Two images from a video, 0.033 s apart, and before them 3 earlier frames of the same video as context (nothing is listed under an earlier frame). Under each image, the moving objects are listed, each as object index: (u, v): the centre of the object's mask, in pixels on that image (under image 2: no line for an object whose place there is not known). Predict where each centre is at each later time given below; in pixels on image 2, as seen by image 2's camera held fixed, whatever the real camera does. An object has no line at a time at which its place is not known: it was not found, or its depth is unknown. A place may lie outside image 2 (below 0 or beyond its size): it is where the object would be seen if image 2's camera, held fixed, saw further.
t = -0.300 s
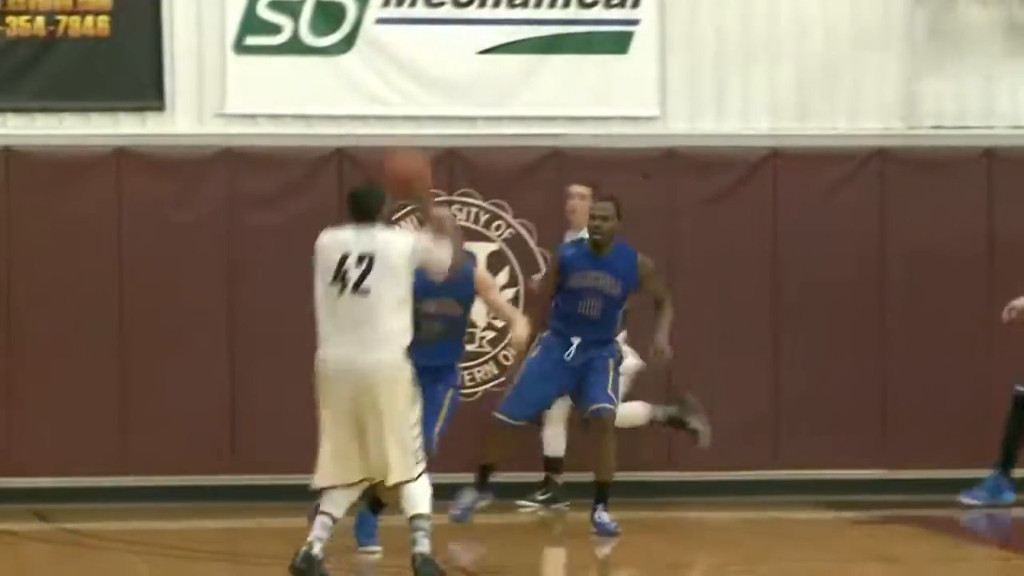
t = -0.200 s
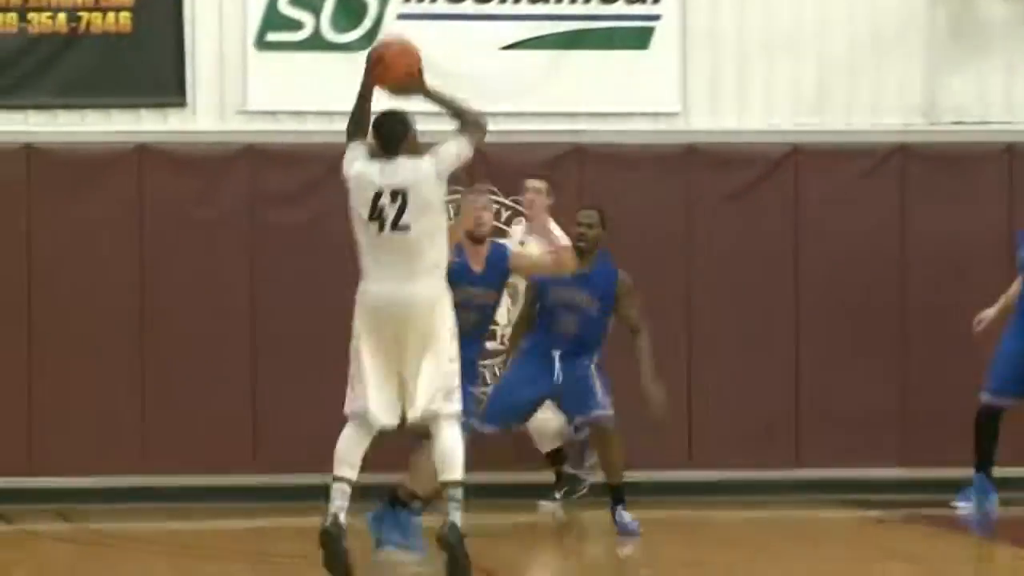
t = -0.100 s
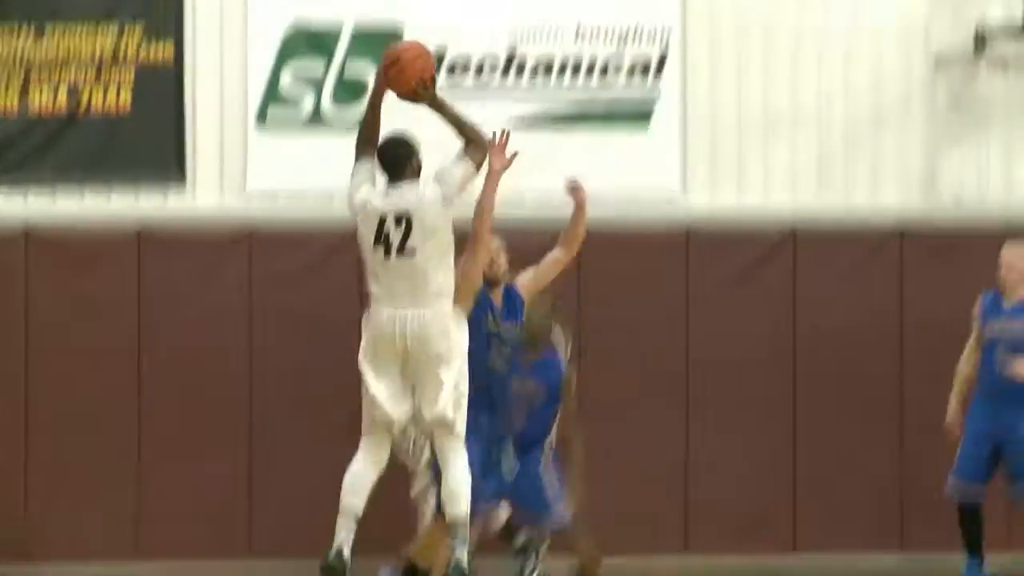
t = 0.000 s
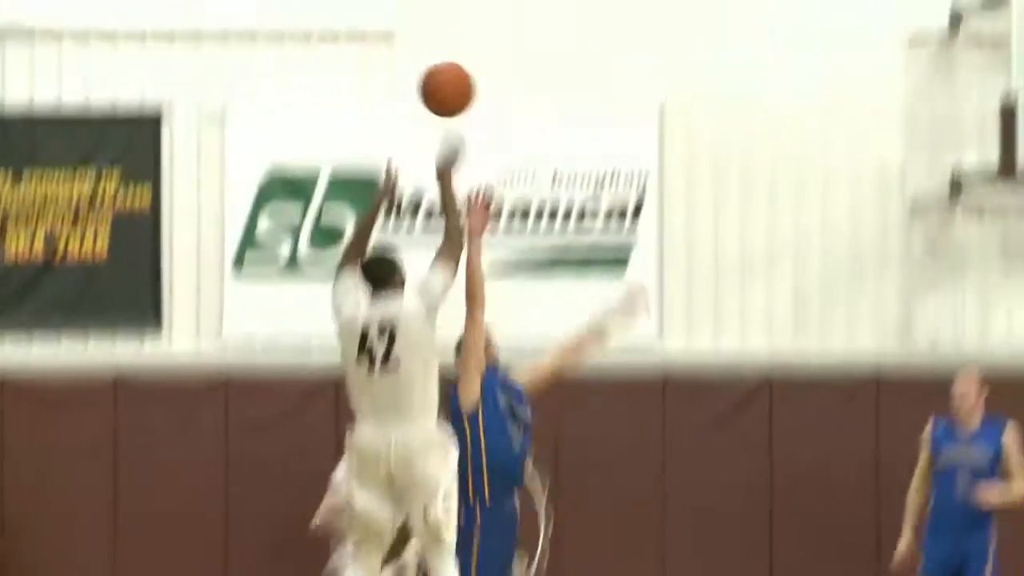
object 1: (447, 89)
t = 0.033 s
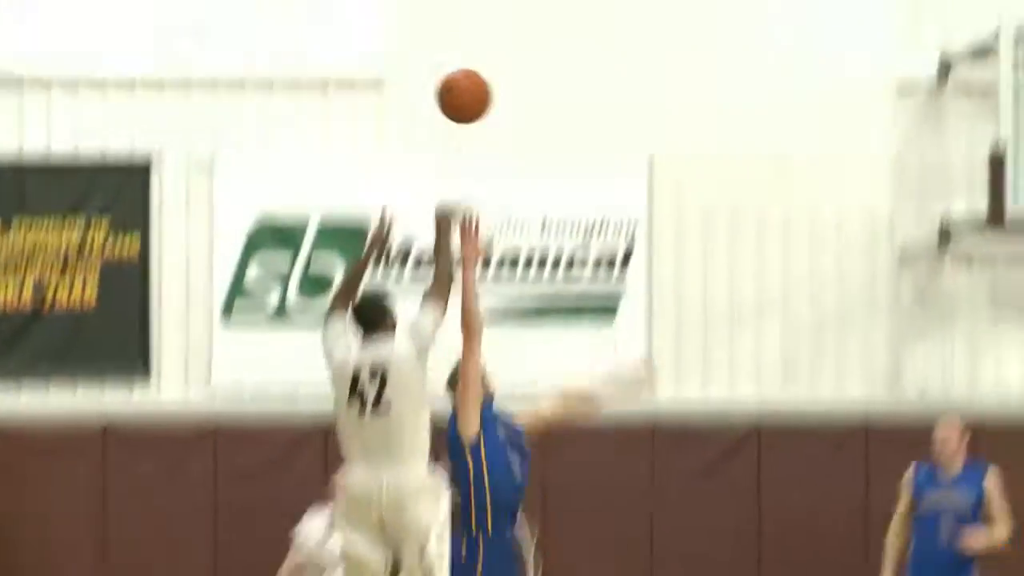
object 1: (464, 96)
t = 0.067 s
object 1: (492, 57)
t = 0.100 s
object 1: (520, 22)
